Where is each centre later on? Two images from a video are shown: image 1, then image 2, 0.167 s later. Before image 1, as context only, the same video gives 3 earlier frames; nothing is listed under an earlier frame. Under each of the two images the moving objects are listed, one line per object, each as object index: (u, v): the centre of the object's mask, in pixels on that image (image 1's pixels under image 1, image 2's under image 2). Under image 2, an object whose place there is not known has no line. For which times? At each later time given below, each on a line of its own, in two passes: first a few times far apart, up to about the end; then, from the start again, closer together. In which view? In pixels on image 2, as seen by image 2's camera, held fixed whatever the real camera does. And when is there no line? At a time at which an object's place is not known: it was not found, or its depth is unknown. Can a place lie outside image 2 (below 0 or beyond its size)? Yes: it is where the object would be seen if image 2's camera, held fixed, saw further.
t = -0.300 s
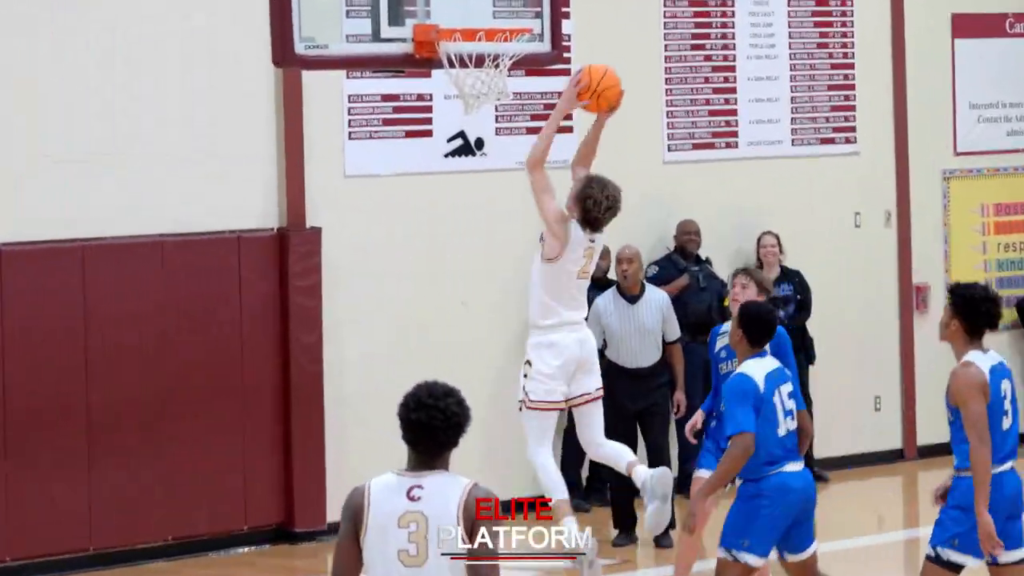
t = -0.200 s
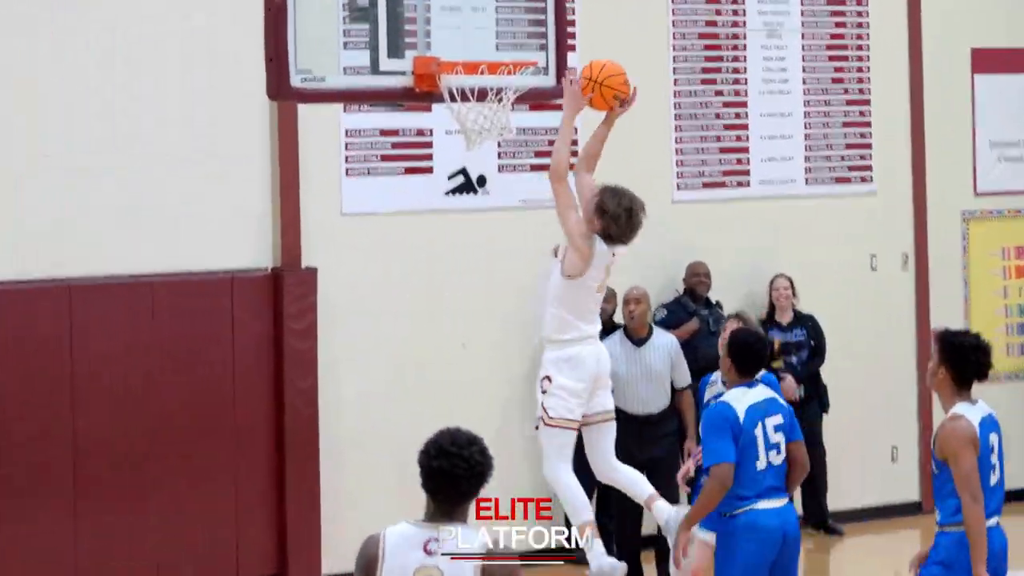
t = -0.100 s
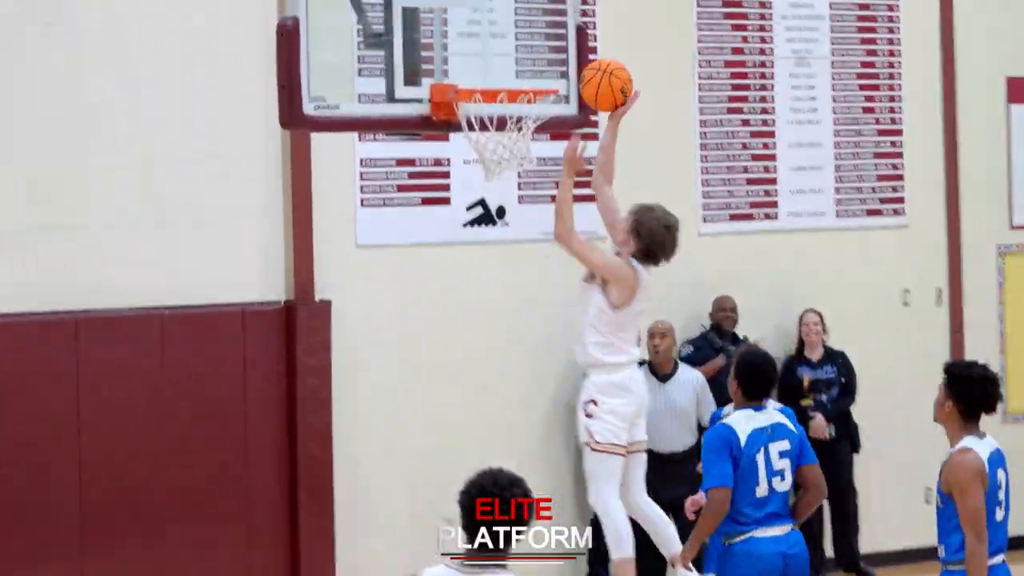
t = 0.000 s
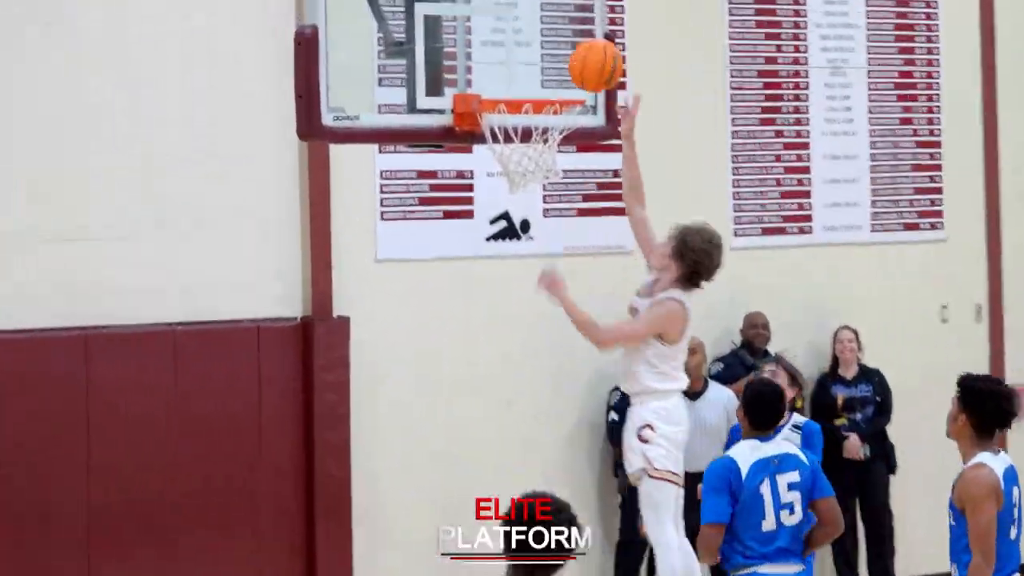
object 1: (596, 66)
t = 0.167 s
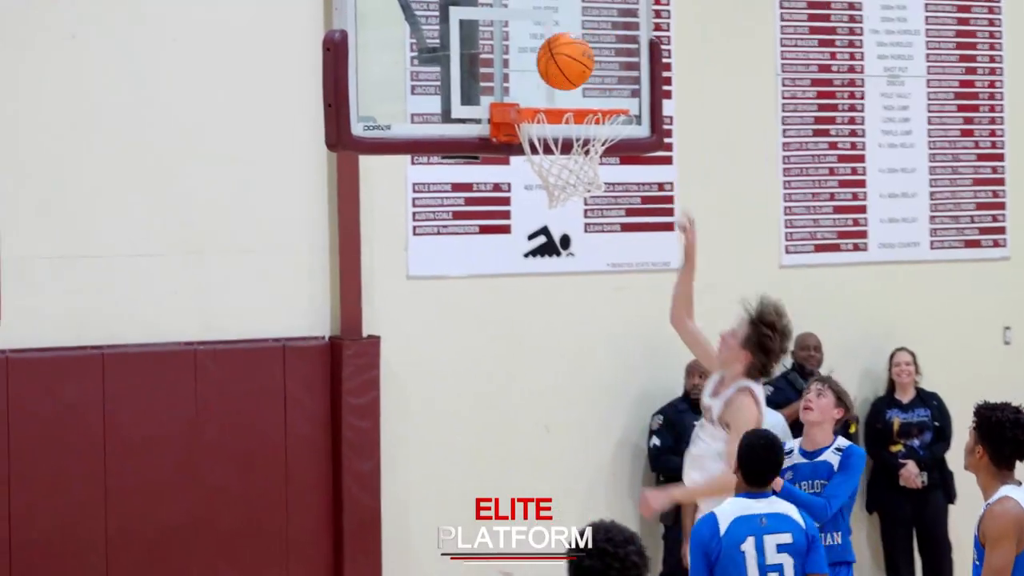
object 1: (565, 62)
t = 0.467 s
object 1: (566, 103)
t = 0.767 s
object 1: (579, 170)
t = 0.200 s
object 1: (549, 68)
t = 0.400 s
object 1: (558, 86)
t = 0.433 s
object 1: (561, 93)
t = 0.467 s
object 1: (566, 103)
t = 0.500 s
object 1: (573, 118)
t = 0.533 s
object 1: (577, 133)
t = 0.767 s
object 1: (579, 170)
